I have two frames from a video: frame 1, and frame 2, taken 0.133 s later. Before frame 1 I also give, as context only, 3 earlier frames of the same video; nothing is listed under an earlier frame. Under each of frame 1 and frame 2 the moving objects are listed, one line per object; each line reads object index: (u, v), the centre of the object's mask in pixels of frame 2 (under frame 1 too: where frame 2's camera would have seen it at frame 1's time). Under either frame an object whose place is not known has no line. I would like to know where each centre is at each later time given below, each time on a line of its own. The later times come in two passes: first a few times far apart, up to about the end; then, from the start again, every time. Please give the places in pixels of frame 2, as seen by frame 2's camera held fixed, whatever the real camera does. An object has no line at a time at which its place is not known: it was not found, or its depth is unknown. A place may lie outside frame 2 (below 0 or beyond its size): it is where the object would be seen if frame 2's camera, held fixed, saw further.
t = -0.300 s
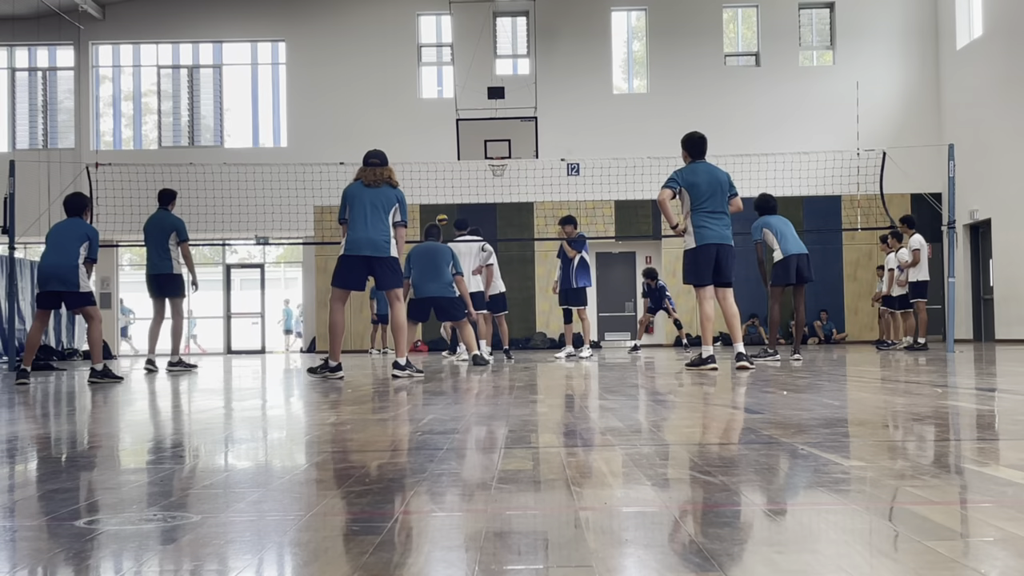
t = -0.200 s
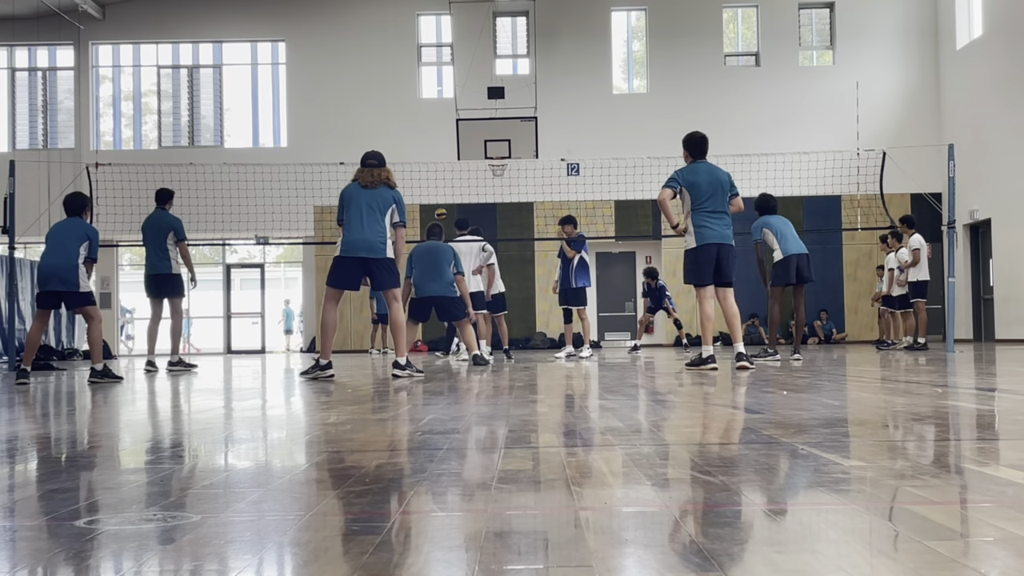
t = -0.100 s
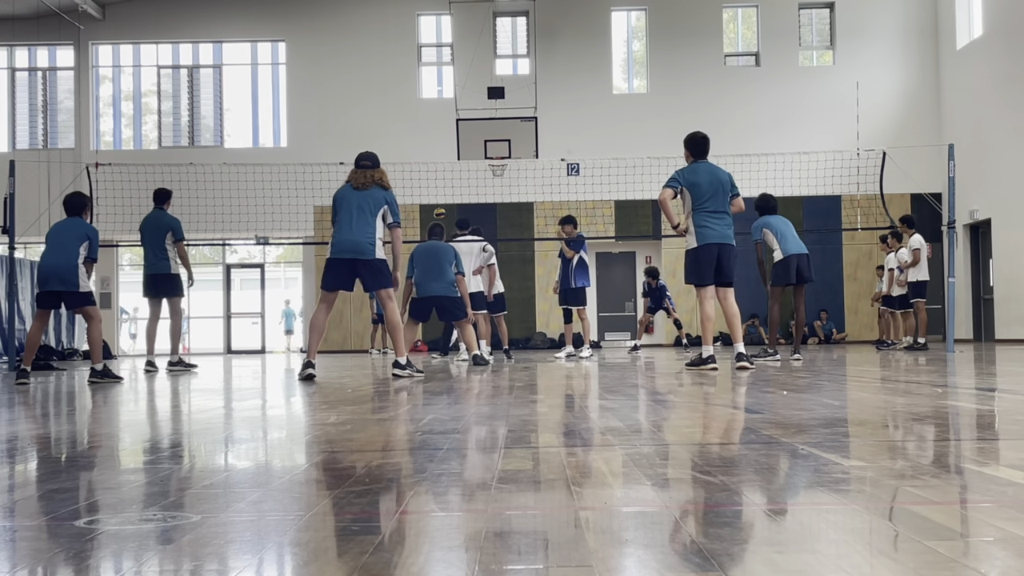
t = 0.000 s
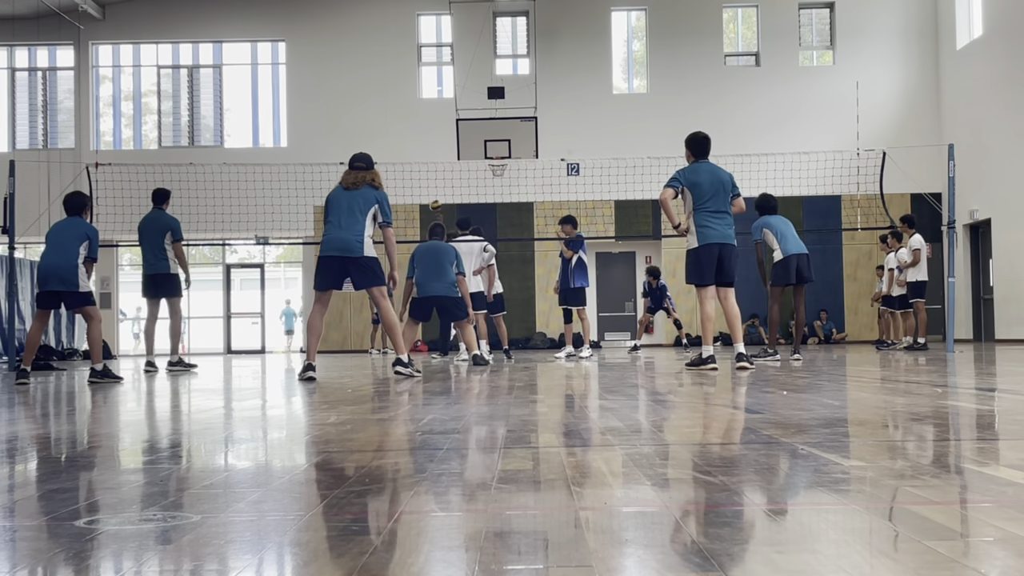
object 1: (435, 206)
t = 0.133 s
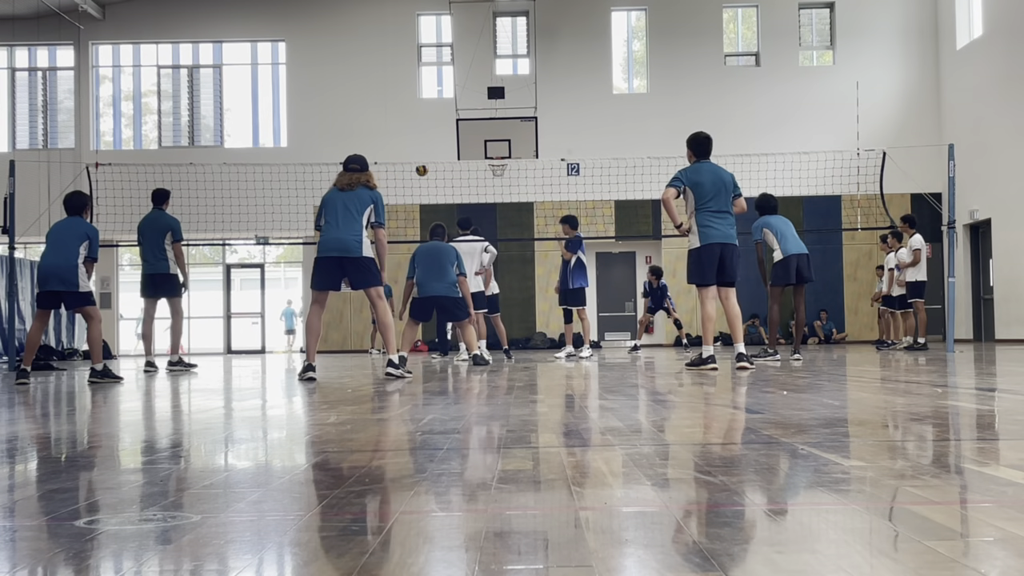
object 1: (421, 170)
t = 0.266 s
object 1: (407, 143)
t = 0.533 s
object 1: (382, 111)
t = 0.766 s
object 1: (360, 116)
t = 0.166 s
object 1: (417, 163)
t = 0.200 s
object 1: (414, 155)
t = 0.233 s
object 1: (410, 149)
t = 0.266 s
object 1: (407, 143)
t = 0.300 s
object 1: (404, 137)
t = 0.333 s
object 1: (401, 132)
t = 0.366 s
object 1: (398, 127)
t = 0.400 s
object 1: (394, 123)
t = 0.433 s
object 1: (391, 119)
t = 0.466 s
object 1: (388, 116)
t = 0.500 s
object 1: (385, 113)
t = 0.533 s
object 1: (382, 111)
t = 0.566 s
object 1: (380, 110)
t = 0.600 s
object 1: (377, 109)
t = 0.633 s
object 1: (374, 108)
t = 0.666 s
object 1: (371, 108)
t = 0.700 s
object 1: (368, 110)
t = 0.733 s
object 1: (364, 112)
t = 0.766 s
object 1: (360, 116)
